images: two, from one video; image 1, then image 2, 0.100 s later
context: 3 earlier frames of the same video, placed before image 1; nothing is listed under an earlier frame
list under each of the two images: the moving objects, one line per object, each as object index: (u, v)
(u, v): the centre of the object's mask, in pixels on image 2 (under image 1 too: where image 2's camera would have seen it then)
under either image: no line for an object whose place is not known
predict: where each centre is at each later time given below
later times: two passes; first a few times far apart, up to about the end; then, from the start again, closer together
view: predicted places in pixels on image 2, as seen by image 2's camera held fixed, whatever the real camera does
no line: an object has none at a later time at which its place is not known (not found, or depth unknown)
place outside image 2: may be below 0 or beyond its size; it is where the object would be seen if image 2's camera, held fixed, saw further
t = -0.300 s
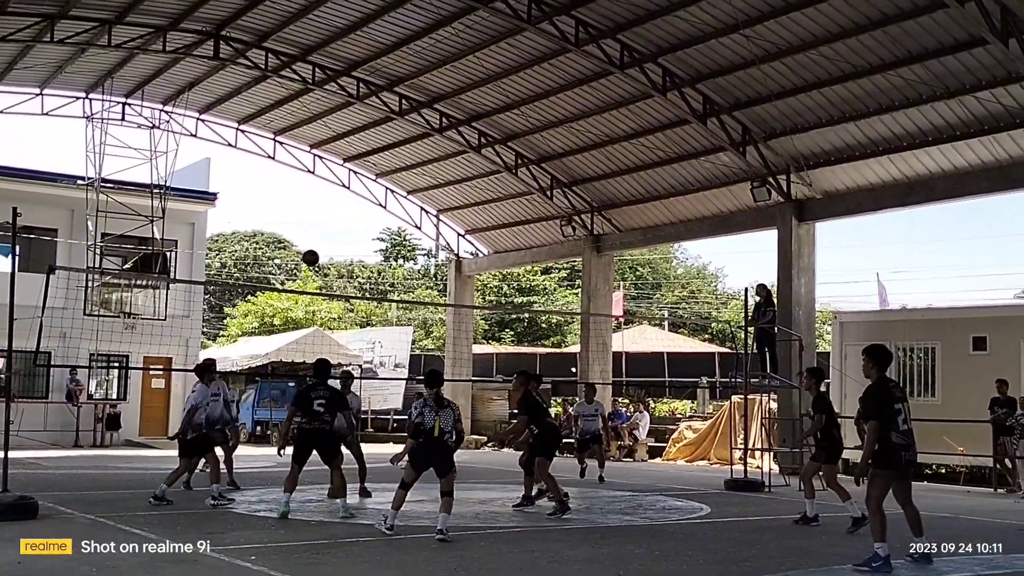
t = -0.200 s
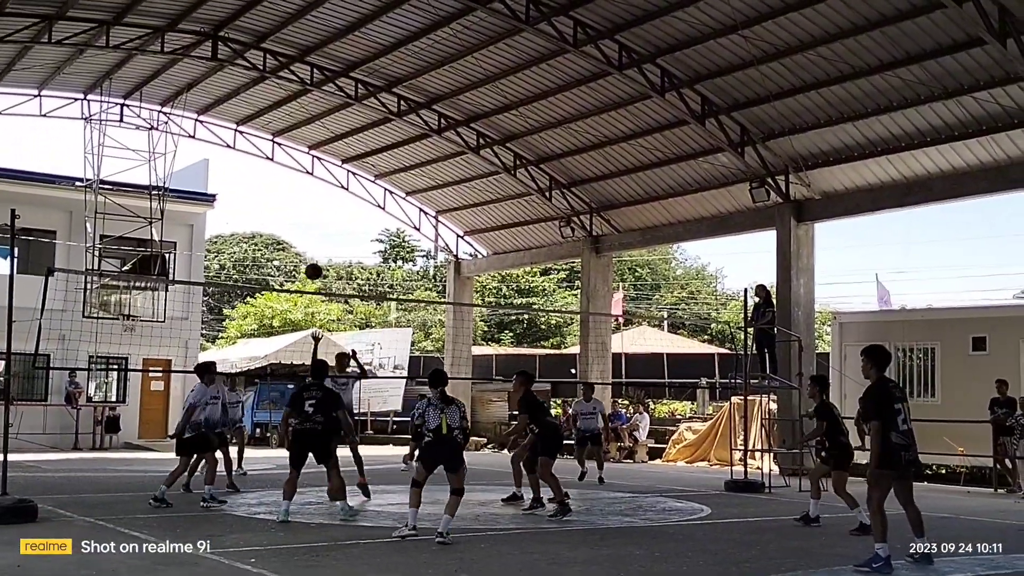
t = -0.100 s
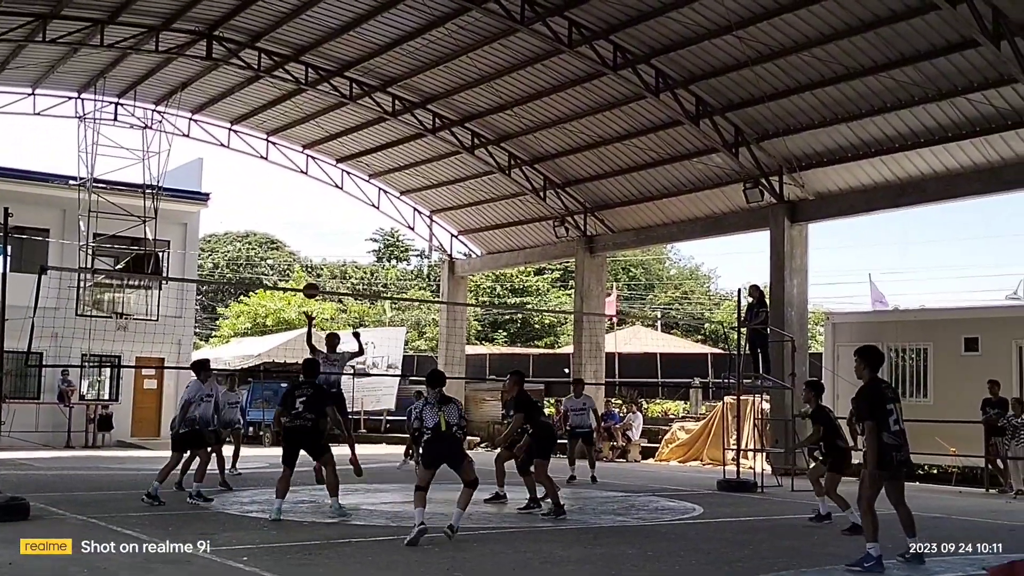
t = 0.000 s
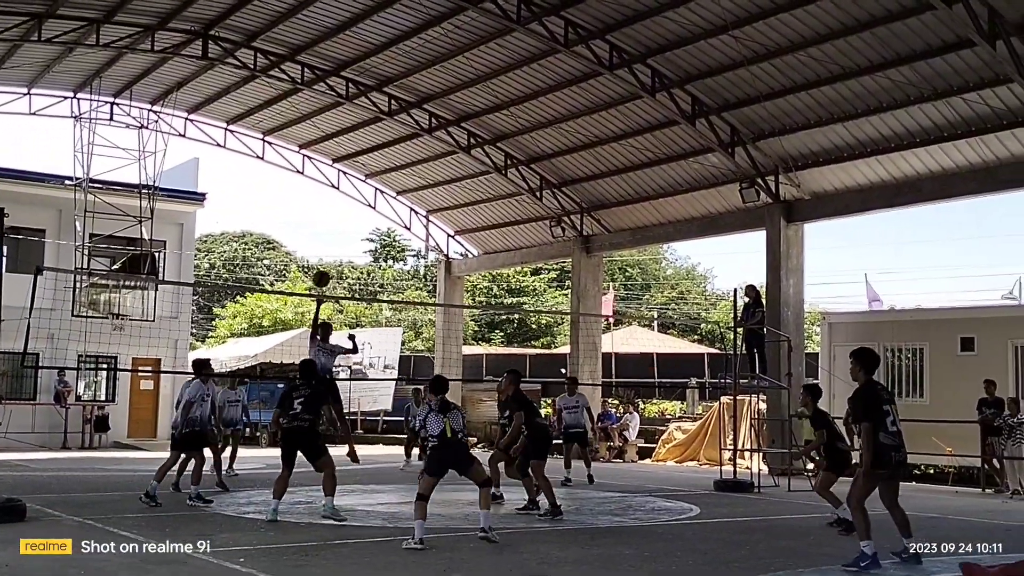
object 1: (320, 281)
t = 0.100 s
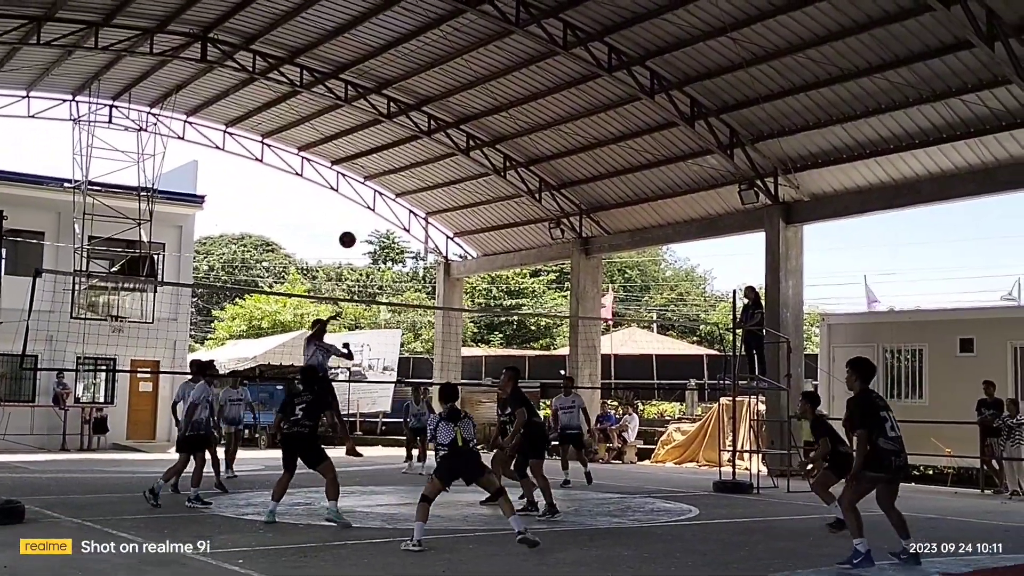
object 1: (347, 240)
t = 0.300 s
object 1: (406, 176)
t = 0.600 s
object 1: (515, 134)
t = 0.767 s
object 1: (591, 148)
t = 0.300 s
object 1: (406, 176)
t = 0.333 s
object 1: (417, 167)
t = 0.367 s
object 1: (428, 160)
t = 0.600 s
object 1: (515, 134)
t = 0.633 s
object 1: (529, 134)
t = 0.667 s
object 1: (544, 136)
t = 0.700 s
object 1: (559, 138)
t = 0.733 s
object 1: (574, 142)
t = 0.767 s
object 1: (591, 148)
